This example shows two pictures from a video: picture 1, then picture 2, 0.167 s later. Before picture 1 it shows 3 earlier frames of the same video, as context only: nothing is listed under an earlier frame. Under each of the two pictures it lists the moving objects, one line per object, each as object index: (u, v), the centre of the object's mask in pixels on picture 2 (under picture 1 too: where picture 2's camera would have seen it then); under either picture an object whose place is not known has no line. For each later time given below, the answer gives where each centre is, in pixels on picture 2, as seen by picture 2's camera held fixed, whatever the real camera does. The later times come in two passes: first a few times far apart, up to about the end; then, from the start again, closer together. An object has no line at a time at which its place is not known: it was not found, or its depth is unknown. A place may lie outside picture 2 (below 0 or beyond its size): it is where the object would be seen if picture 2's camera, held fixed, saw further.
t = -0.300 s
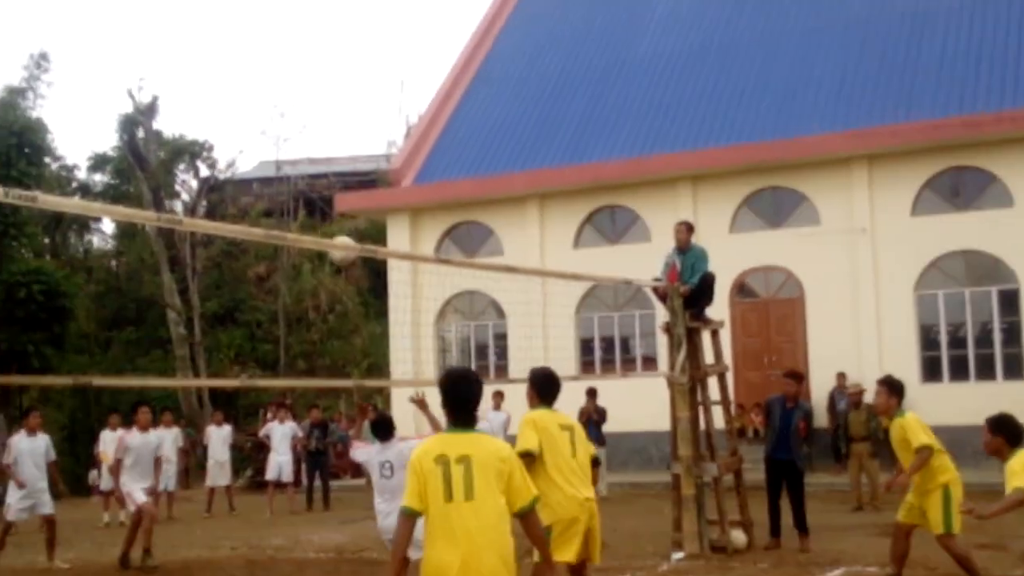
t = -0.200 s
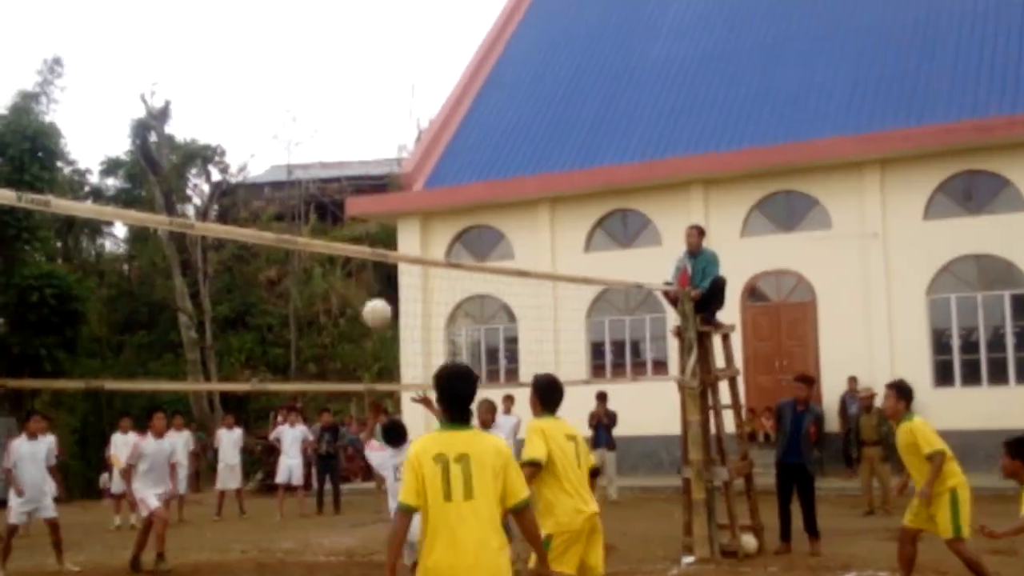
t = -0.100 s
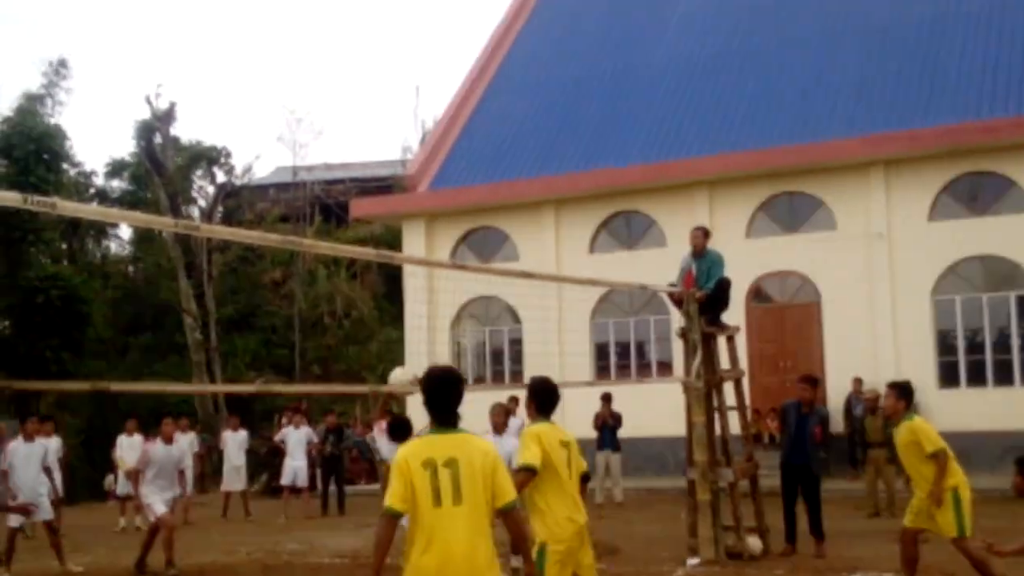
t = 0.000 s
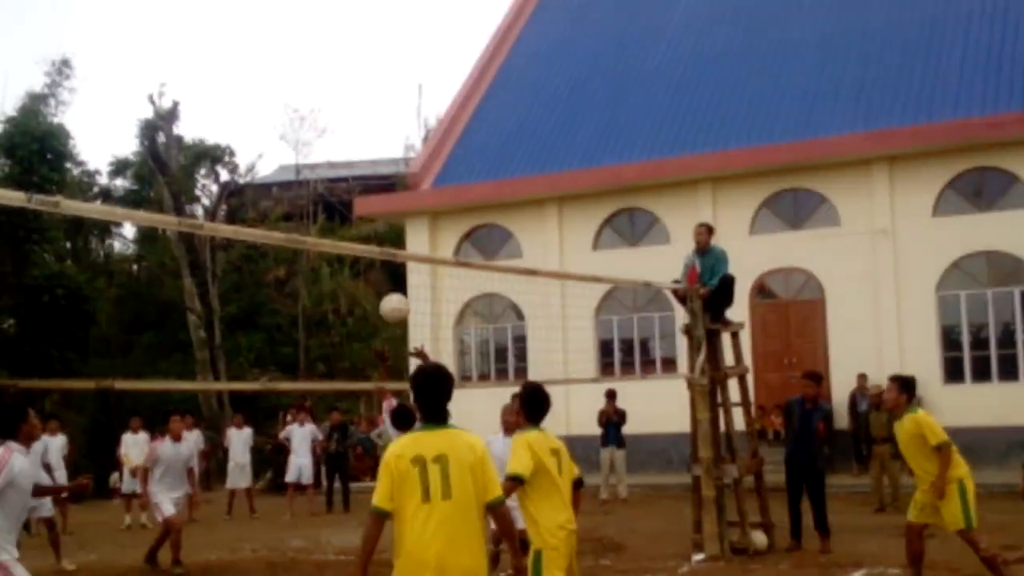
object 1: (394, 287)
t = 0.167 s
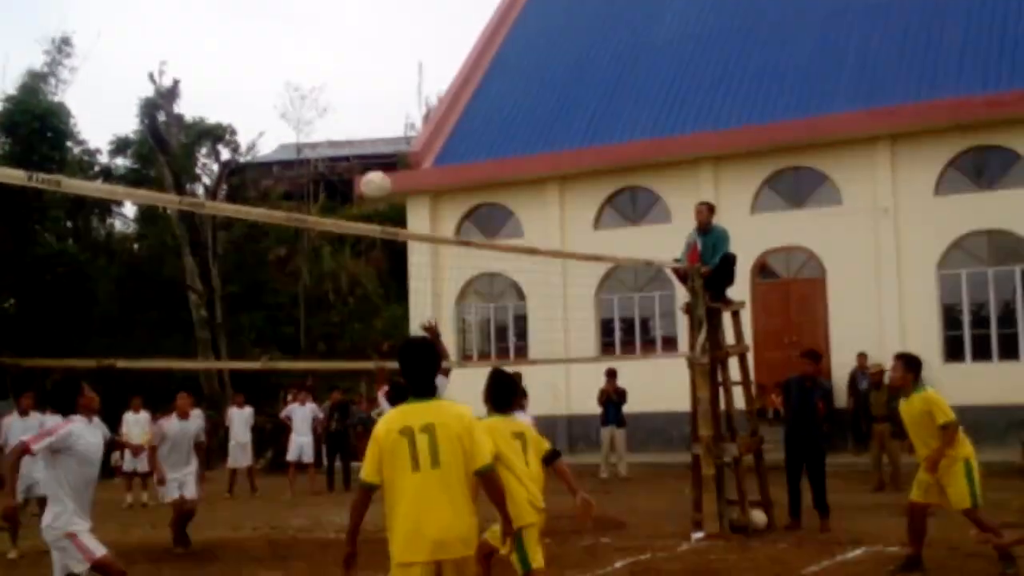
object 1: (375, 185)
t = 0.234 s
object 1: (367, 156)
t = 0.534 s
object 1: (329, 87)
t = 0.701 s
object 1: (307, 106)
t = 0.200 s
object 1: (371, 170)
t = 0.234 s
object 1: (367, 156)
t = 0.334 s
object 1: (355, 119)
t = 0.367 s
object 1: (351, 110)
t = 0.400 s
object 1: (346, 102)
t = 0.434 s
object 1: (341, 96)
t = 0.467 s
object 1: (337, 92)
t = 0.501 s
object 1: (333, 89)
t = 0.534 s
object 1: (329, 87)
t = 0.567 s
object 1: (325, 88)
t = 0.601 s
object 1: (320, 89)
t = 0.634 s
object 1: (316, 94)
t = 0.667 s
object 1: (312, 99)
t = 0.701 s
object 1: (307, 106)
